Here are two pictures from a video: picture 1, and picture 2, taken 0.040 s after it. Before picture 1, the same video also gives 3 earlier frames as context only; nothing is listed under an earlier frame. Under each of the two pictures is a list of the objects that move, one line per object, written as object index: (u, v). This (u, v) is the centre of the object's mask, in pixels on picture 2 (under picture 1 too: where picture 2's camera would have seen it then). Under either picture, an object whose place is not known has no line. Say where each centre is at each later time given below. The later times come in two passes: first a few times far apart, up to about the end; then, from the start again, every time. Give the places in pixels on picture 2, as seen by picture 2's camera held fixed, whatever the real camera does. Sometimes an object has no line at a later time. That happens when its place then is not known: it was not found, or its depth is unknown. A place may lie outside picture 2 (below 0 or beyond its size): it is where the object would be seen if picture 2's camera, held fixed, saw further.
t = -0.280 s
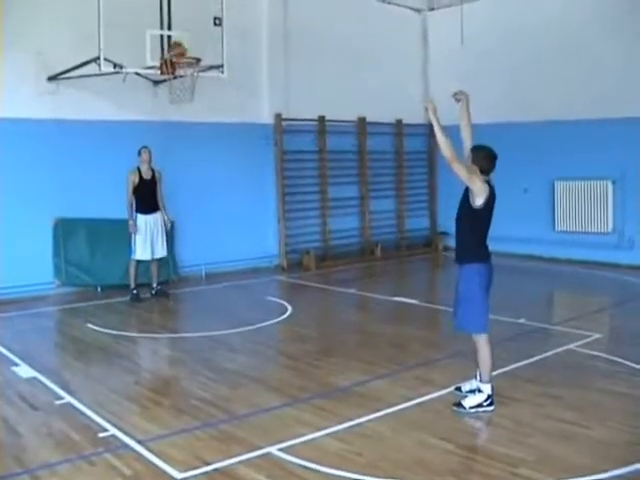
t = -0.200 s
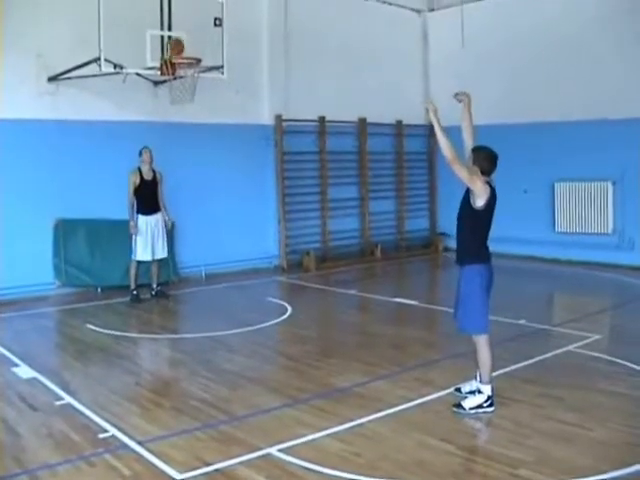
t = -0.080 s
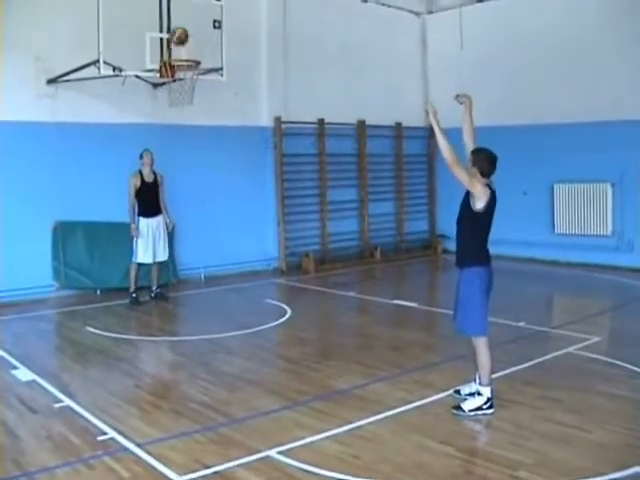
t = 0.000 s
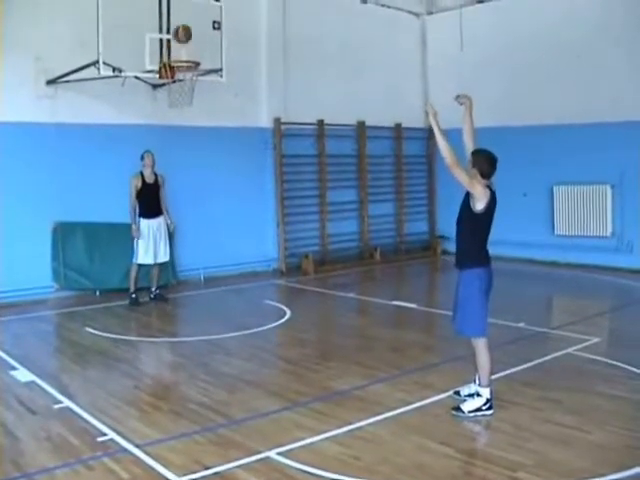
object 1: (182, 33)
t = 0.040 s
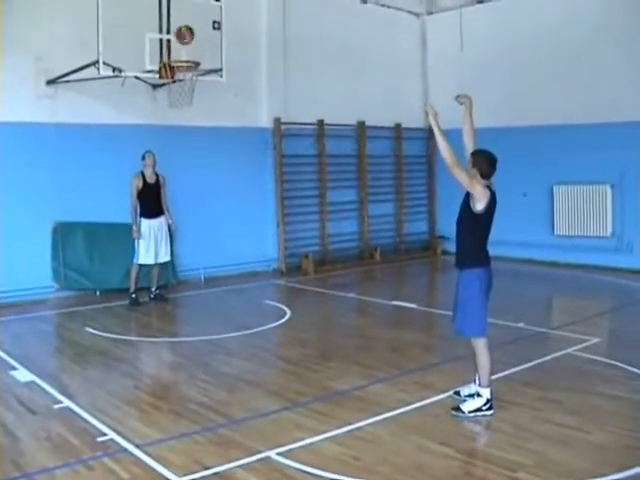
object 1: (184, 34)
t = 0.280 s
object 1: (191, 52)
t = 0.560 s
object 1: (178, 58)
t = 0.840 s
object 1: (197, 94)
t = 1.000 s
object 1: (194, 112)
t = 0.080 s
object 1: (186, 36)
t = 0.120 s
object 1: (188, 39)
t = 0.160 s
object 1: (190, 43)
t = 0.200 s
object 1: (193, 48)
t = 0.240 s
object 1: (194, 53)
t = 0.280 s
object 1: (191, 52)
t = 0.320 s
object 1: (187, 52)
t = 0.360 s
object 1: (184, 52)
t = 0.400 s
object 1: (180, 53)
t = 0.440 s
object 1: (177, 54)
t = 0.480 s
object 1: (174, 57)
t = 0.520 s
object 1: (174, 57)
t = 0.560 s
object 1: (178, 58)
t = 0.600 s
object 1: (182, 70)
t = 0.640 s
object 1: (185, 73)
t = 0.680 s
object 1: (190, 81)
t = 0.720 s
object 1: (193, 85)
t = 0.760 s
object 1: (195, 88)
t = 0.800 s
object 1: (197, 91)
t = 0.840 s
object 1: (197, 94)
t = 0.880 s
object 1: (197, 95)
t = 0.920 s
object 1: (196, 100)
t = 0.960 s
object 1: (194, 106)
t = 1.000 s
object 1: (194, 112)
